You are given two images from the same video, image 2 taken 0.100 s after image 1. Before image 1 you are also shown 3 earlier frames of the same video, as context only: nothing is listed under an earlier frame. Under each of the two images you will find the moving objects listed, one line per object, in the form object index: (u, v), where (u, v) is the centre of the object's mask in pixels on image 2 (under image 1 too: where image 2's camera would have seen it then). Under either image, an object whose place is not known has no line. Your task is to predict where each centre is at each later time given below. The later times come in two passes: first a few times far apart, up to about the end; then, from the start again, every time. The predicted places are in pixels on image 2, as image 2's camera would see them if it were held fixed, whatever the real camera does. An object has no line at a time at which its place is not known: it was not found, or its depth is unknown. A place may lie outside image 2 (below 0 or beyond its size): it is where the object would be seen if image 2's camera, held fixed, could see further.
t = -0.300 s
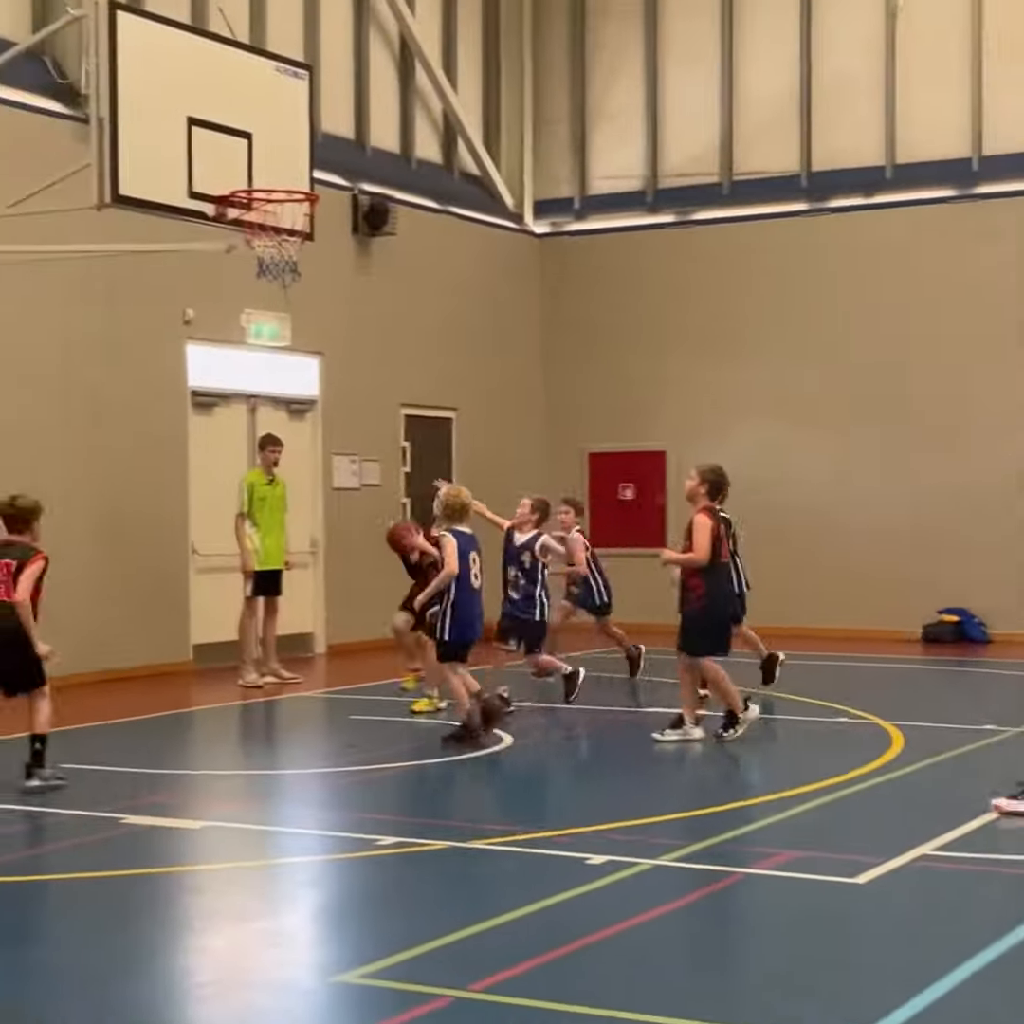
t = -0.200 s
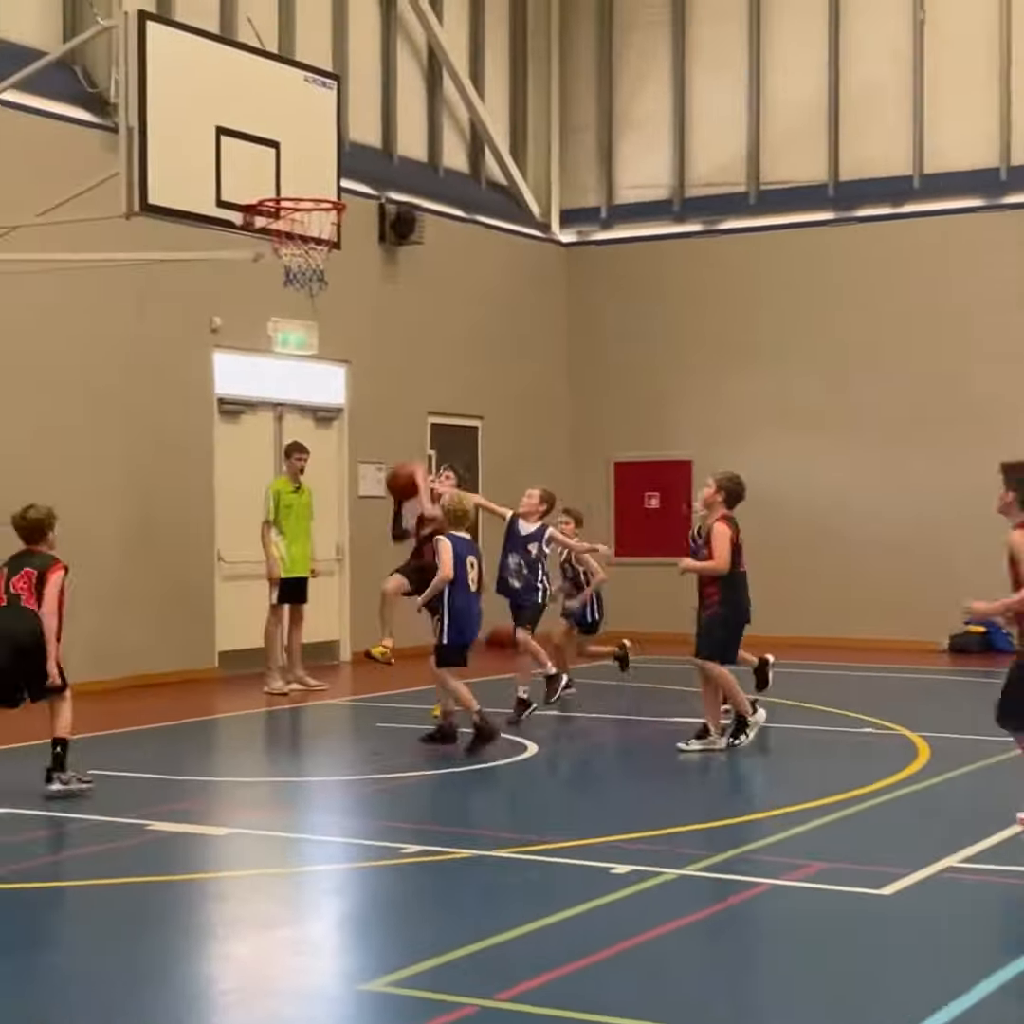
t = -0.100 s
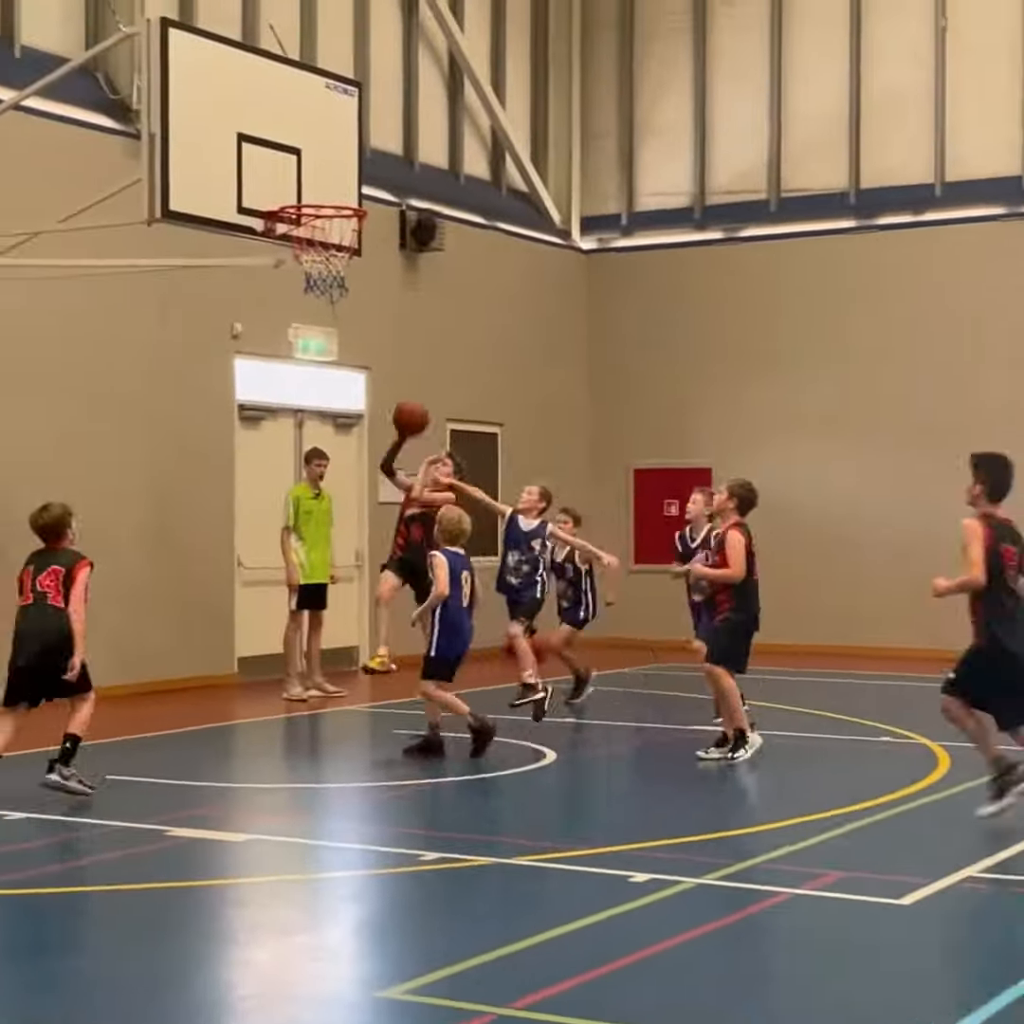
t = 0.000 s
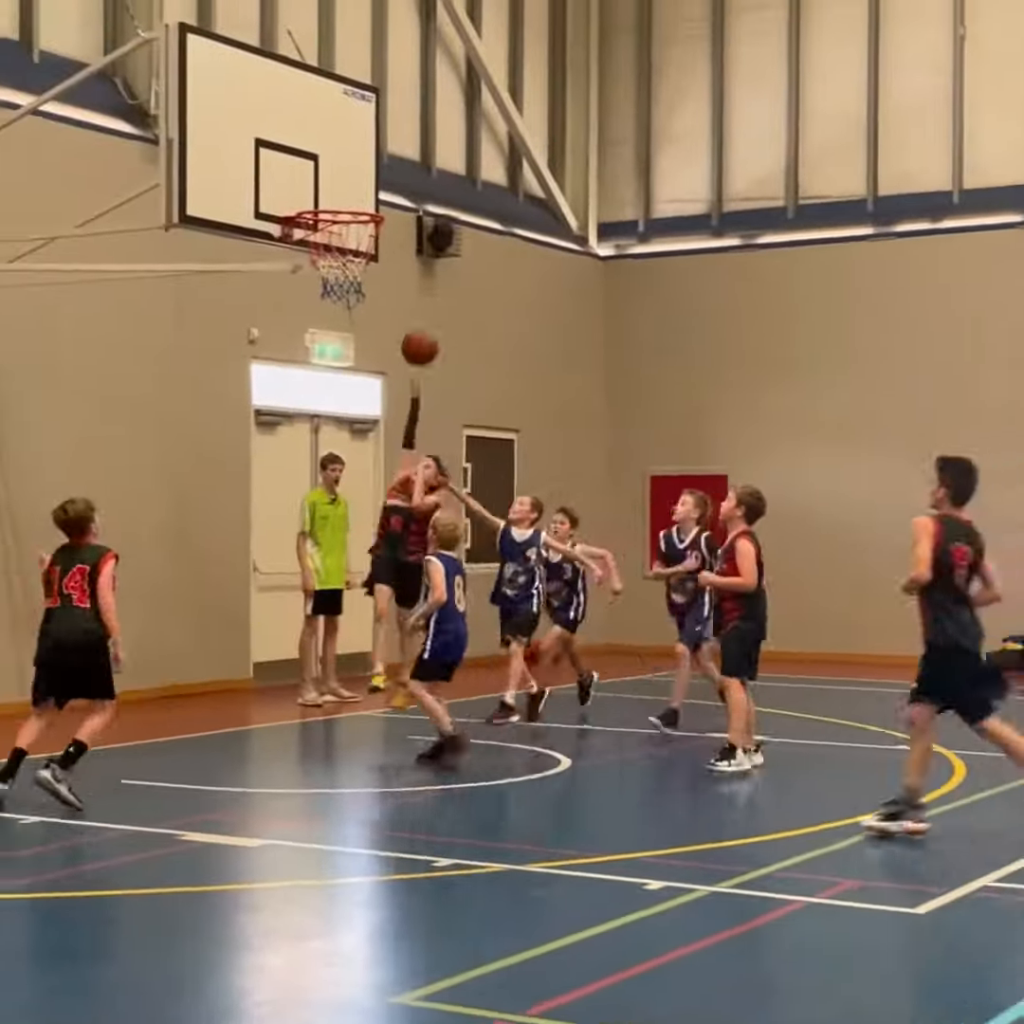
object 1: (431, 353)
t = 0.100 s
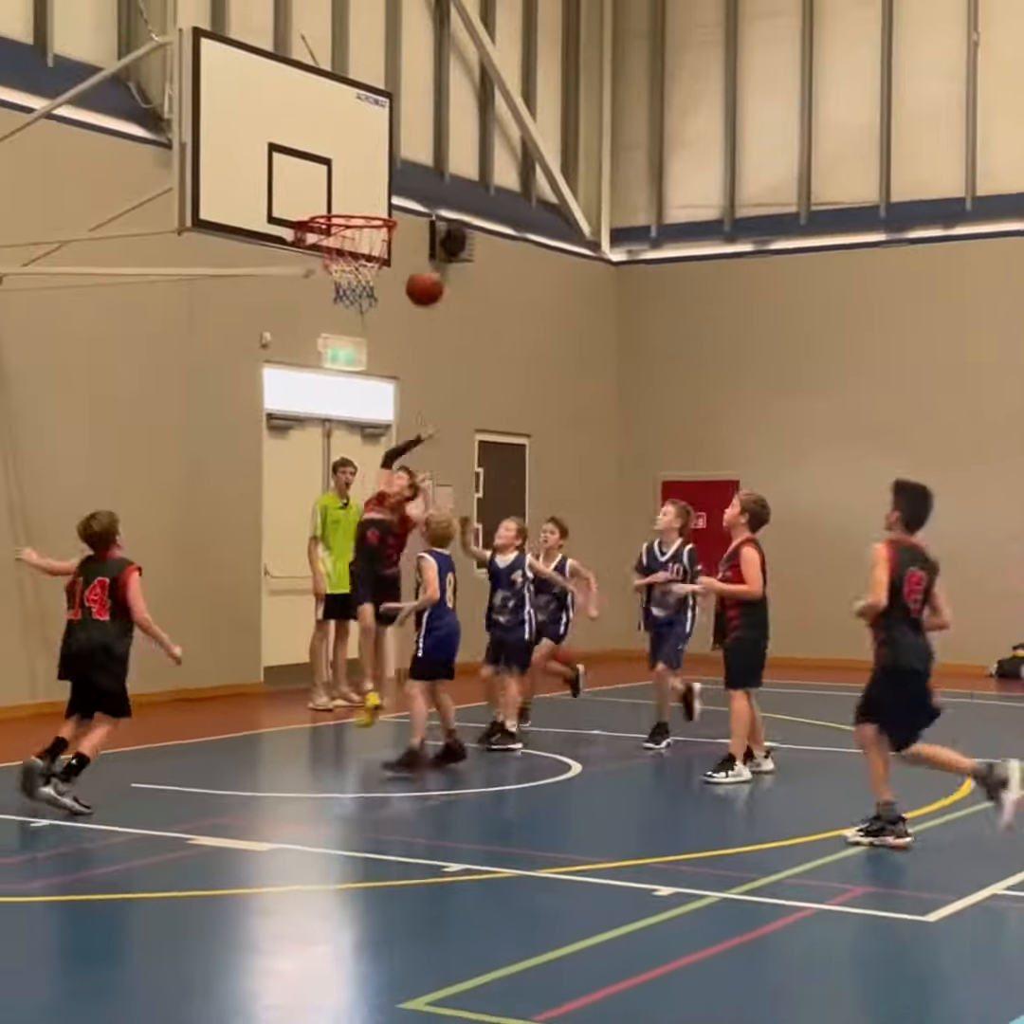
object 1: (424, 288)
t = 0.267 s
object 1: (412, 213)
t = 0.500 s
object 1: (393, 182)
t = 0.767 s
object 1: (352, 228)
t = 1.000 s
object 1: (329, 268)
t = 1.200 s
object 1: (349, 304)
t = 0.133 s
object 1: (421, 270)
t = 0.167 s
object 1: (418, 254)
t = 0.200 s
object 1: (416, 239)
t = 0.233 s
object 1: (414, 225)
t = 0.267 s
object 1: (412, 213)
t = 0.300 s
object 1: (409, 203)
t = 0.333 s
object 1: (405, 195)
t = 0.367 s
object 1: (402, 189)
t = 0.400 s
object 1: (400, 184)
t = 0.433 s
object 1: (397, 181)
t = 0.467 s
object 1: (395, 181)
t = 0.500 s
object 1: (393, 182)
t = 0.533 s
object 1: (390, 185)
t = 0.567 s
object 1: (386, 190)
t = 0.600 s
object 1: (383, 196)
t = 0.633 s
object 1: (381, 202)
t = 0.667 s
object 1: (374, 209)
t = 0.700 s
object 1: (367, 213)
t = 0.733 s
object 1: (360, 220)
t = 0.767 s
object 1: (352, 228)
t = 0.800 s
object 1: (345, 237)
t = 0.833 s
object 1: (341, 245)
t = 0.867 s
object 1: (335, 251)
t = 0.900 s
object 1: (332, 248)
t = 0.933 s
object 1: (331, 257)
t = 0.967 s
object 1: (330, 260)
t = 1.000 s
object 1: (329, 268)
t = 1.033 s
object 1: (330, 273)
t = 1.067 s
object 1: (331, 278)
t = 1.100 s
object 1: (336, 285)
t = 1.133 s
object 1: (339, 289)
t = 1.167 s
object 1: (343, 298)
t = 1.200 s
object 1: (349, 304)
